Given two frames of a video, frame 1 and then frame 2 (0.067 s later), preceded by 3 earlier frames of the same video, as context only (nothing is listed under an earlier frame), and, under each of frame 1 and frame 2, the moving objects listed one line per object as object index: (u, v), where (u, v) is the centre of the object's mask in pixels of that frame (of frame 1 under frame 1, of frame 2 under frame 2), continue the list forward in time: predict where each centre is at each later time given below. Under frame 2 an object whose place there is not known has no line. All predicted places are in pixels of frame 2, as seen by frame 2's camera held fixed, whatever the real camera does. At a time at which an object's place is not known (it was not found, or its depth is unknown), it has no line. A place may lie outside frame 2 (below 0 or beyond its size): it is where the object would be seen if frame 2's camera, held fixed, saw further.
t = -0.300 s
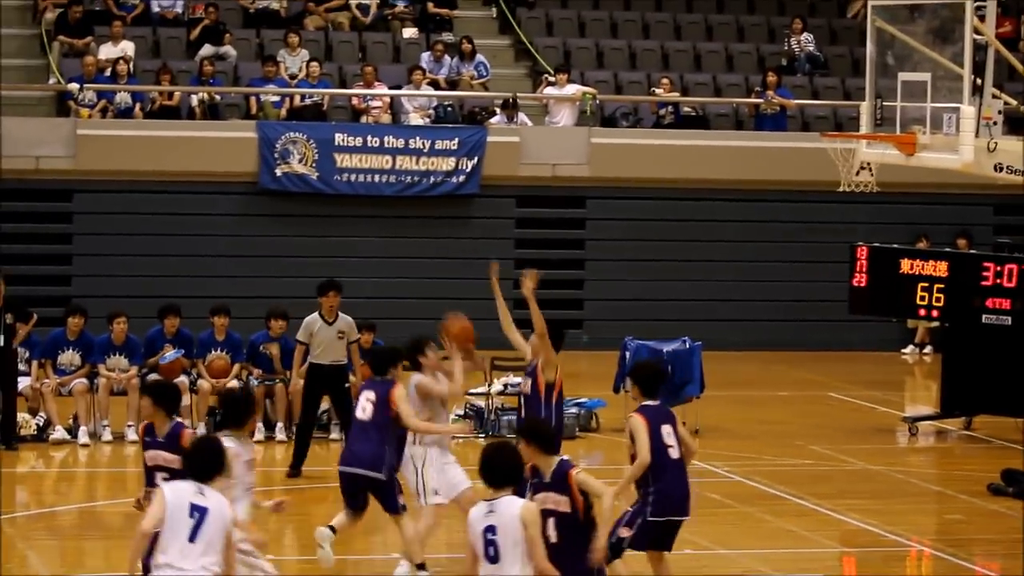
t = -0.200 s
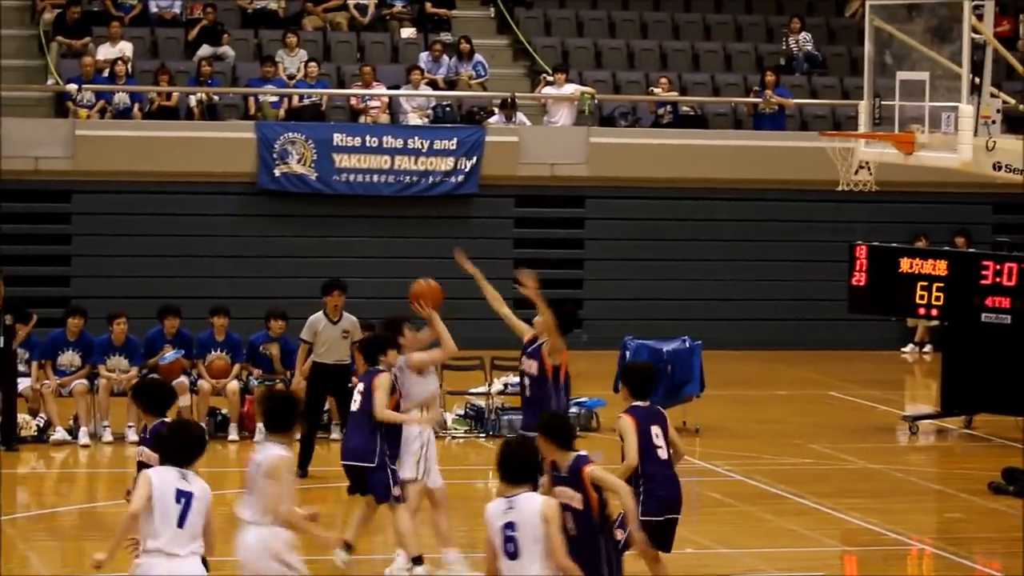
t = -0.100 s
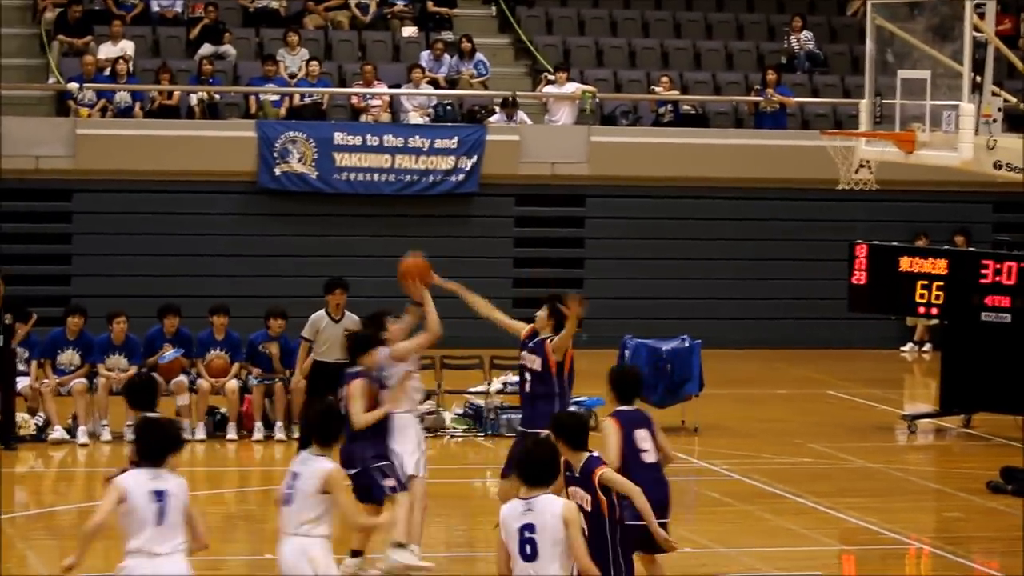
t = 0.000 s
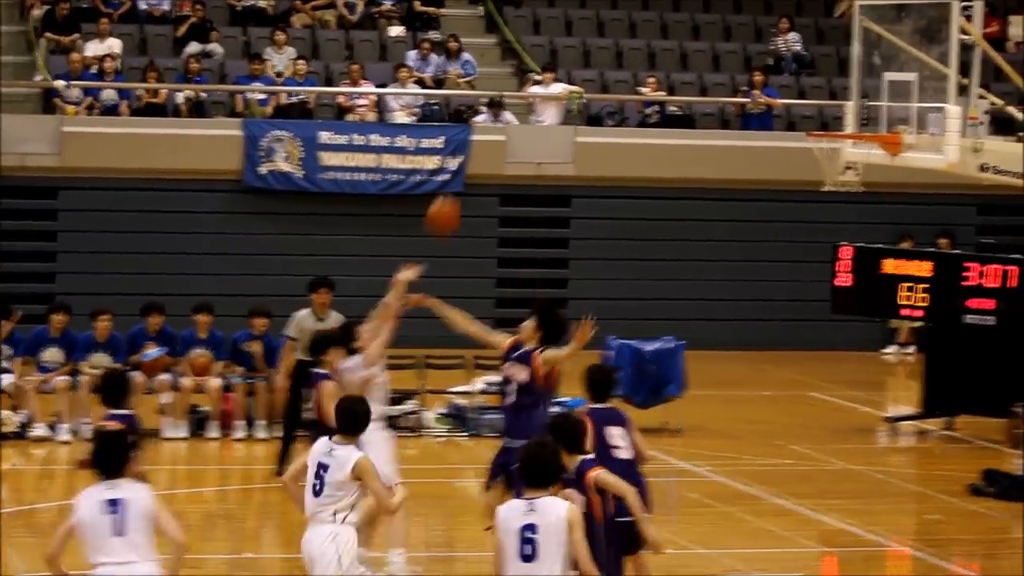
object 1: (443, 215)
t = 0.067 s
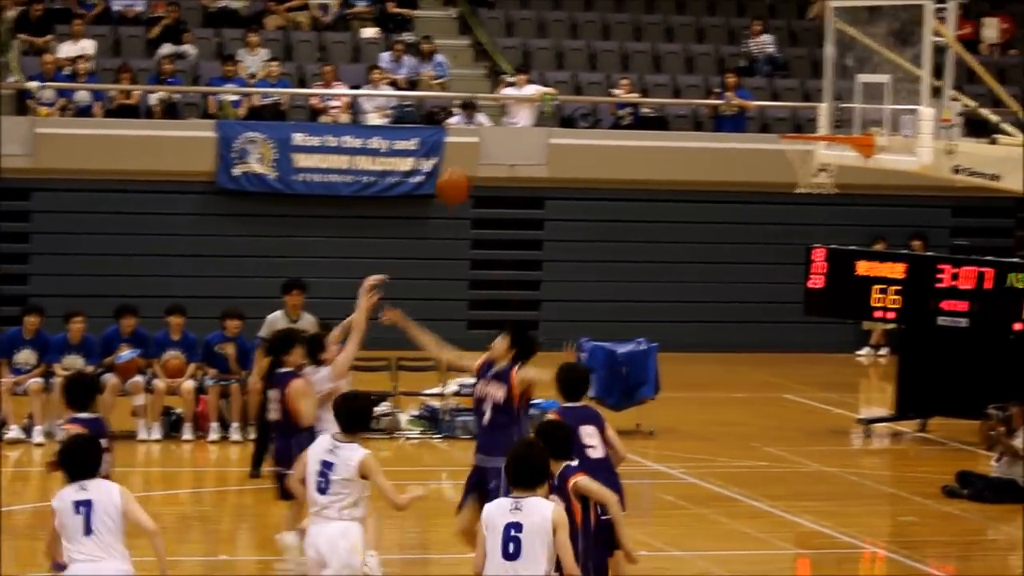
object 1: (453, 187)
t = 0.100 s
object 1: (470, 174)
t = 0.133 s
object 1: (489, 161)
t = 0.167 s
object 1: (506, 153)
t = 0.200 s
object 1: (524, 144)
